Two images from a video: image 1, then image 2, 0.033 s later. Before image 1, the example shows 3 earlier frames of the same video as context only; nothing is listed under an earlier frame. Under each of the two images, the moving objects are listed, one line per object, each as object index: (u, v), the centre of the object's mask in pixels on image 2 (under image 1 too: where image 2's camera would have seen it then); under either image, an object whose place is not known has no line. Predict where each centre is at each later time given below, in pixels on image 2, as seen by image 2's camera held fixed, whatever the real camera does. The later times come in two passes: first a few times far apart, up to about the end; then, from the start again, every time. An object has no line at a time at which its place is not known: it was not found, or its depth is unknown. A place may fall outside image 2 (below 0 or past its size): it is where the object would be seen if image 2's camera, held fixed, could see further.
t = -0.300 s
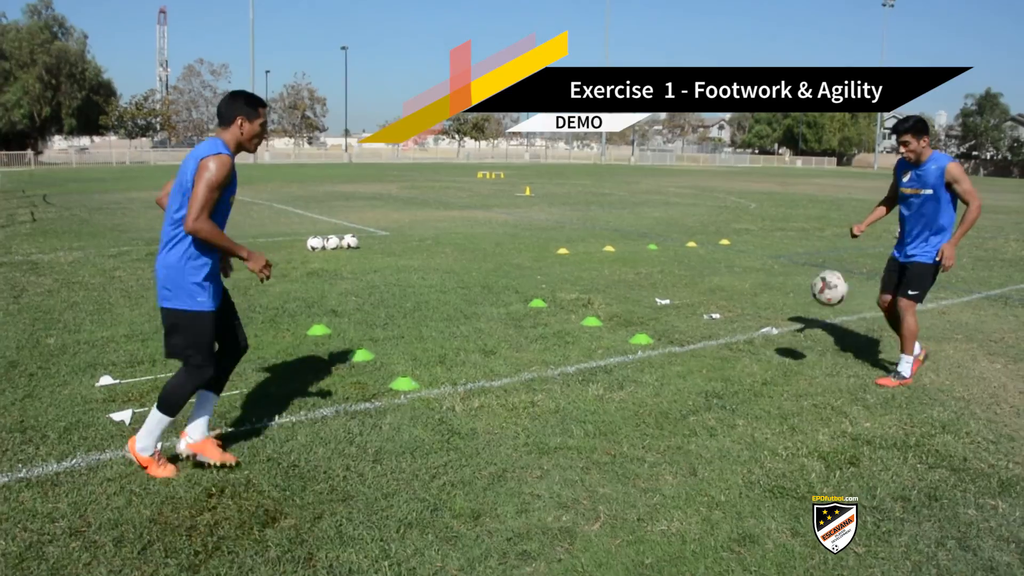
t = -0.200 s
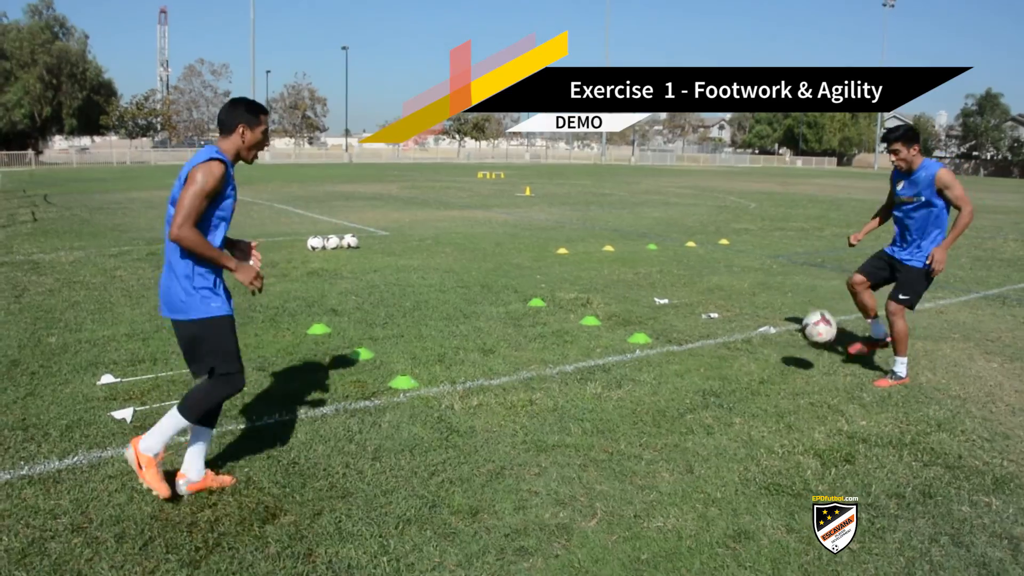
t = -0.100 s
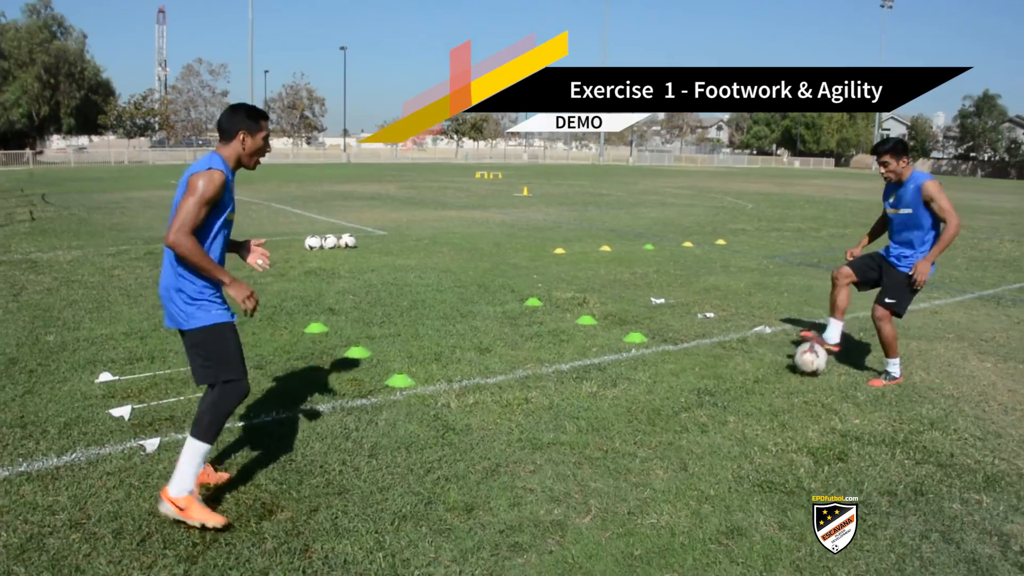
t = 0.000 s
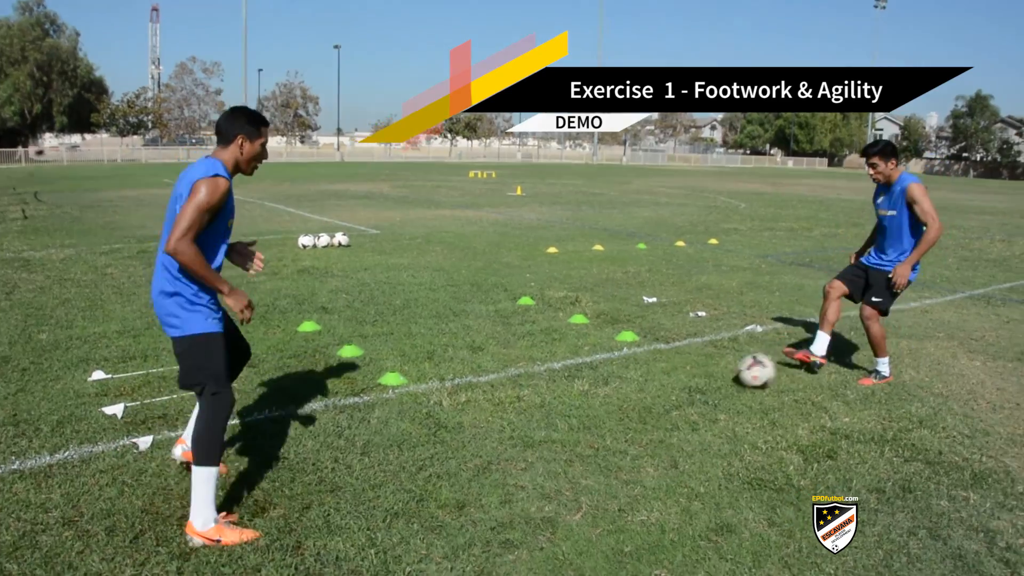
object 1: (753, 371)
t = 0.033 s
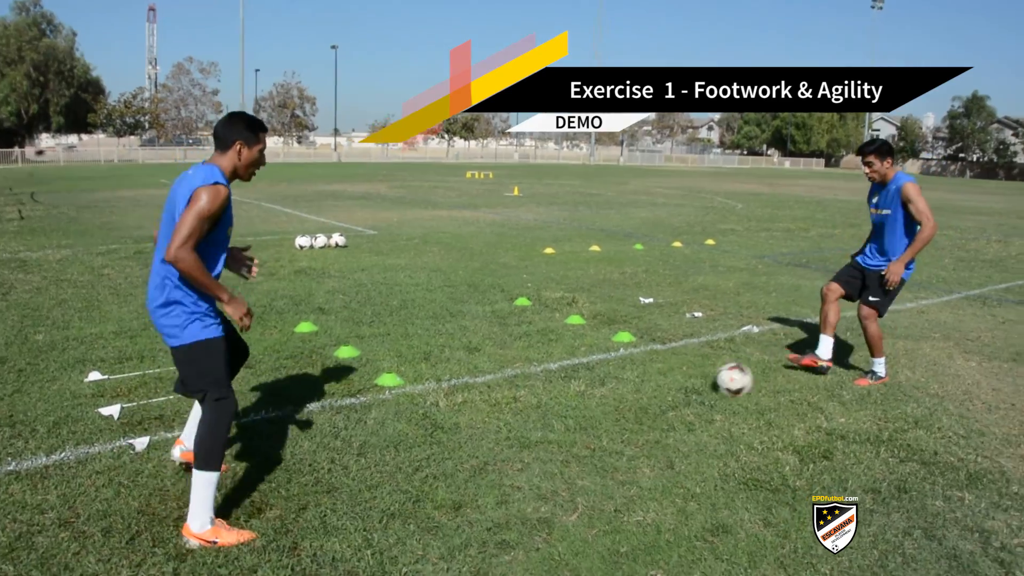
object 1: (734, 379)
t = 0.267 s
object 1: (623, 410)
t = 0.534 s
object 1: (524, 441)
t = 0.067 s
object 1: (718, 382)
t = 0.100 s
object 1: (703, 385)
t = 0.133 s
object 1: (688, 388)
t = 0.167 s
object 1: (671, 393)
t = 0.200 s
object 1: (654, 401)
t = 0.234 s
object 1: (637, 407)
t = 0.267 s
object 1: (623, 410)
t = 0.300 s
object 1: (609, 413)
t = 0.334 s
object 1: (594, 417)
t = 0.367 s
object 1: (580, 422)
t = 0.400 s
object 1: (568, 426)
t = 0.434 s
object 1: (557, 429)
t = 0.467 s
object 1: (547, 432)
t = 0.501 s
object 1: (536, 436)
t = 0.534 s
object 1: (524, 441)
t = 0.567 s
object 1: (512, 444)
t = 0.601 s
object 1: (501, 449)
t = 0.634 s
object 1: (489, 452)
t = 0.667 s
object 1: (477, 454)
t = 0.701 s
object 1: (466, 457)
